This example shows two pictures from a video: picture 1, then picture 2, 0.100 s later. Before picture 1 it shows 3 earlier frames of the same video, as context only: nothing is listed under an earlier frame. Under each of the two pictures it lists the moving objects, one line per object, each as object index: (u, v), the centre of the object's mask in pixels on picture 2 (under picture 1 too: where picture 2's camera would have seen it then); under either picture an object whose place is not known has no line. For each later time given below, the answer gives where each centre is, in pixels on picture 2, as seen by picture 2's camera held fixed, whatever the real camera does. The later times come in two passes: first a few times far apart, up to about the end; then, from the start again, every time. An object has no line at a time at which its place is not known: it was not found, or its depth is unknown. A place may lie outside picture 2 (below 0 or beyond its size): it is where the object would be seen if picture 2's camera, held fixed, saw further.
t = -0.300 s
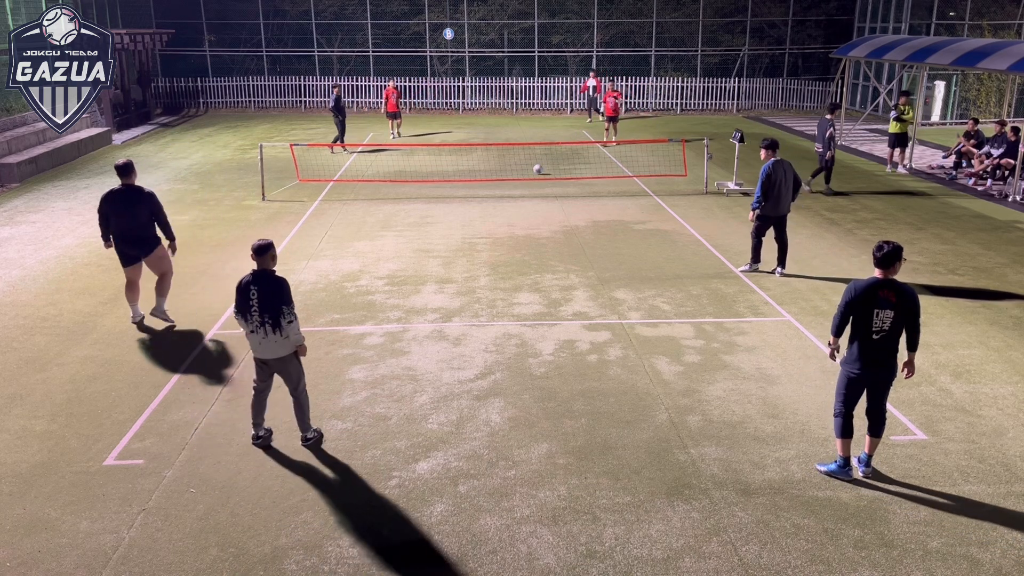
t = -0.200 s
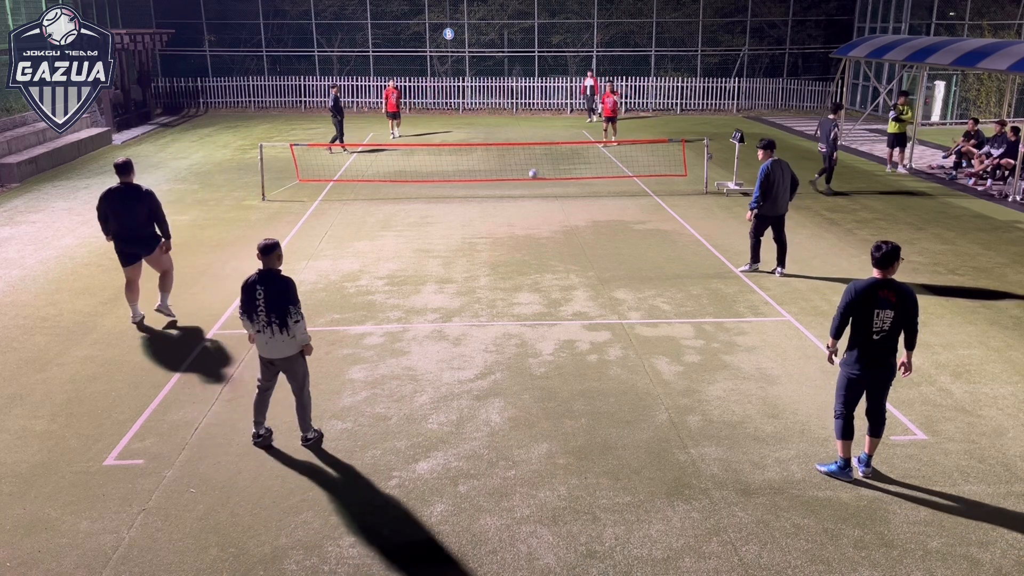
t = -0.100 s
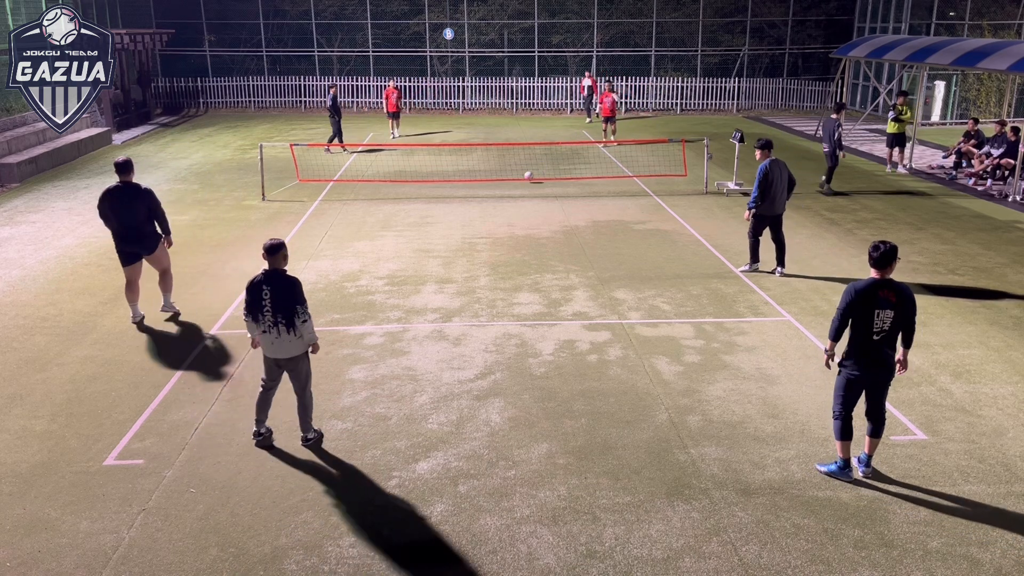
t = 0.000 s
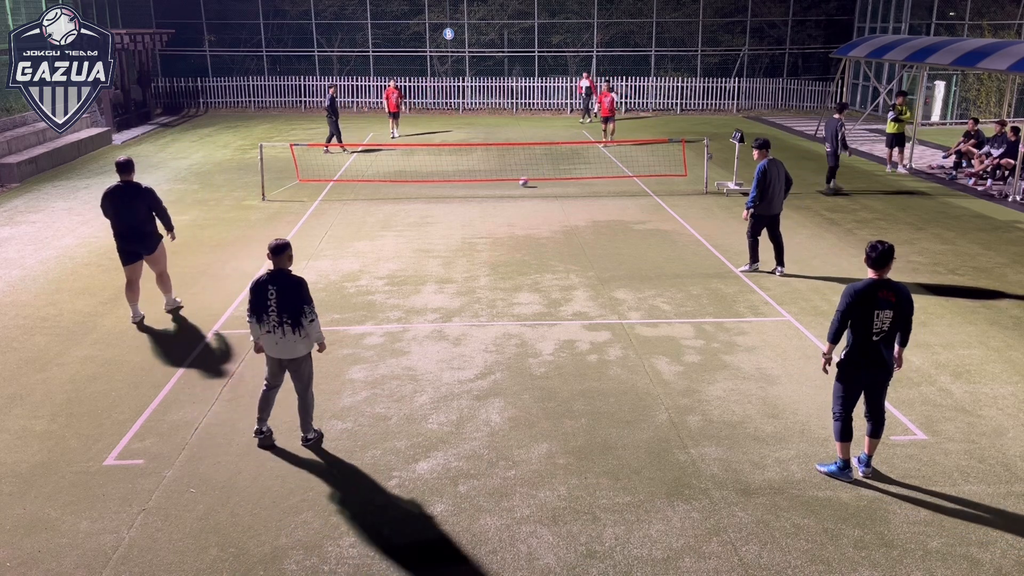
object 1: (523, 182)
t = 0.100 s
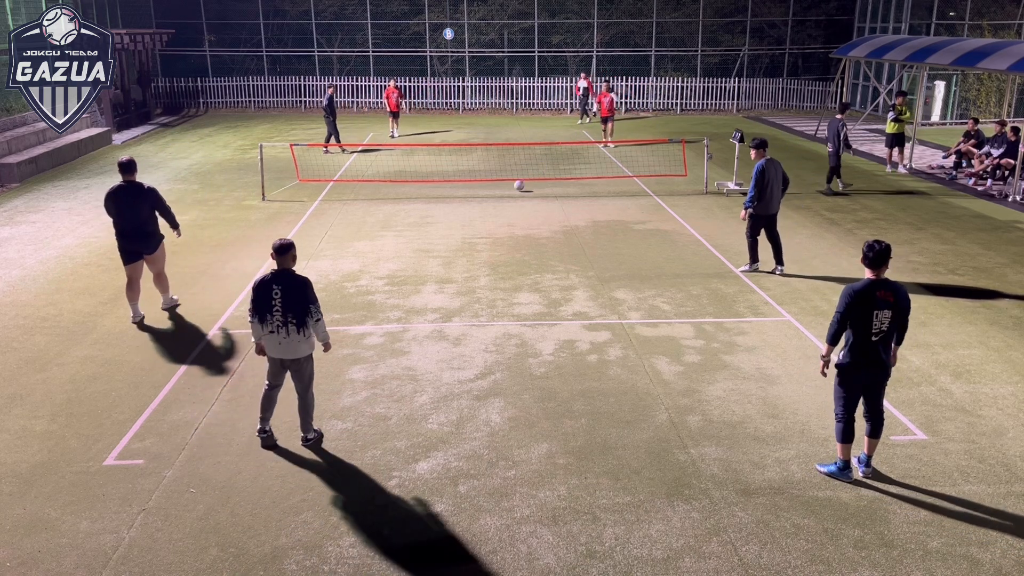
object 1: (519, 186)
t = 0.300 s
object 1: (509, 196)
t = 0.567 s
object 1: (494, 210)
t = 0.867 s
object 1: (475, 228)
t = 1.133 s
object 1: (456, 246)
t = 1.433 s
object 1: (429, 269)
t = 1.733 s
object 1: (398, 297)
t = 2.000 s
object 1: (364, 327)
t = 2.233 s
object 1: (328, 357)
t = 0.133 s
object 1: (517, 188)
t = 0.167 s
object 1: (516, 189)
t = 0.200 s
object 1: (514, 190)
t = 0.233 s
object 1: (512, 192)
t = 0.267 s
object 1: (511, 194)
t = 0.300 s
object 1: (509, 196)
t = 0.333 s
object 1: (507, 198)
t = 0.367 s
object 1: (505, 200)
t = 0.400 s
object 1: (503, 201)
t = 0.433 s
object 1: (501, 203)
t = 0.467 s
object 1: (499, 204)
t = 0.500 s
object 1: (498, 207)
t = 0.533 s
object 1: (496, 208)
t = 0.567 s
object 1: (494, 210)
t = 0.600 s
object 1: (492, 212)
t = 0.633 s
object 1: (490, 214)
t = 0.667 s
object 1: (488, 216)
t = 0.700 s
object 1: (486, 218)
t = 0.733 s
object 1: (484, 220)
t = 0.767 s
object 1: (482, 222)
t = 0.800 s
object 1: (479, 224)
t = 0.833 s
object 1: (477, 226)
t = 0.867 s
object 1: (475, 228)
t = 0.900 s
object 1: (473, 231)
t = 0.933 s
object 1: (470, 232)
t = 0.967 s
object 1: (468, 235)
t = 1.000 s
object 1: (466, 237)
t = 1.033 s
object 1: (464, 239)
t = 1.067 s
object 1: (461, 242)
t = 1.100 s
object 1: (458, 244)
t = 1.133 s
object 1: (456, 246)
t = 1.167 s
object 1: (453, 248)
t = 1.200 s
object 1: (450, 251)
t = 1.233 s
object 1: (447, 253)
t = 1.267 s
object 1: (445, 256)
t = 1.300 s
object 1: (442, 259)
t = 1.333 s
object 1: (439, 261)
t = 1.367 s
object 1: (436, 264)
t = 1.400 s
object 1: (433, 267)
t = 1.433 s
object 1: (429, 269)
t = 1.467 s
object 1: (427, 273)
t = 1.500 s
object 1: (423, 275)
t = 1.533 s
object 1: (419, 278)
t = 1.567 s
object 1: (416, 281)
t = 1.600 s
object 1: (413, 284)
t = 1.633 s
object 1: (409, 287)
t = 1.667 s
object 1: (405, 291)
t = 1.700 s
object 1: (402, 294)
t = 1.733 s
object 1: (398, 297)
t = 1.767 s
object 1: (394, 301)
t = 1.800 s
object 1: (390, 304)
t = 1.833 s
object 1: (386, 308)
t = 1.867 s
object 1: (382, 311)
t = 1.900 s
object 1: (378, 315)
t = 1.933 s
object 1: (373, 319)
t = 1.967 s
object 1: (369, 323)
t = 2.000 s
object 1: (364, 327)
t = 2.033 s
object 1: (359, 331)
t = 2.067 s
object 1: (355, 335)
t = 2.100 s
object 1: (350, 340)
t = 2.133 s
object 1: (344, 344)
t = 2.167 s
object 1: (339, 347)
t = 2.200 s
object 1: (334, 352)
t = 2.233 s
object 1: (328, 357)
